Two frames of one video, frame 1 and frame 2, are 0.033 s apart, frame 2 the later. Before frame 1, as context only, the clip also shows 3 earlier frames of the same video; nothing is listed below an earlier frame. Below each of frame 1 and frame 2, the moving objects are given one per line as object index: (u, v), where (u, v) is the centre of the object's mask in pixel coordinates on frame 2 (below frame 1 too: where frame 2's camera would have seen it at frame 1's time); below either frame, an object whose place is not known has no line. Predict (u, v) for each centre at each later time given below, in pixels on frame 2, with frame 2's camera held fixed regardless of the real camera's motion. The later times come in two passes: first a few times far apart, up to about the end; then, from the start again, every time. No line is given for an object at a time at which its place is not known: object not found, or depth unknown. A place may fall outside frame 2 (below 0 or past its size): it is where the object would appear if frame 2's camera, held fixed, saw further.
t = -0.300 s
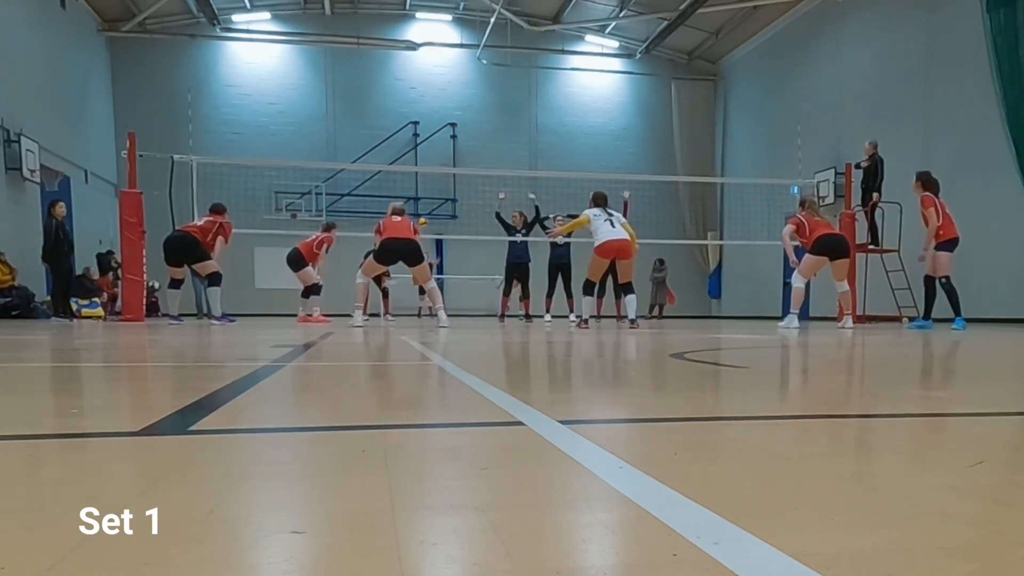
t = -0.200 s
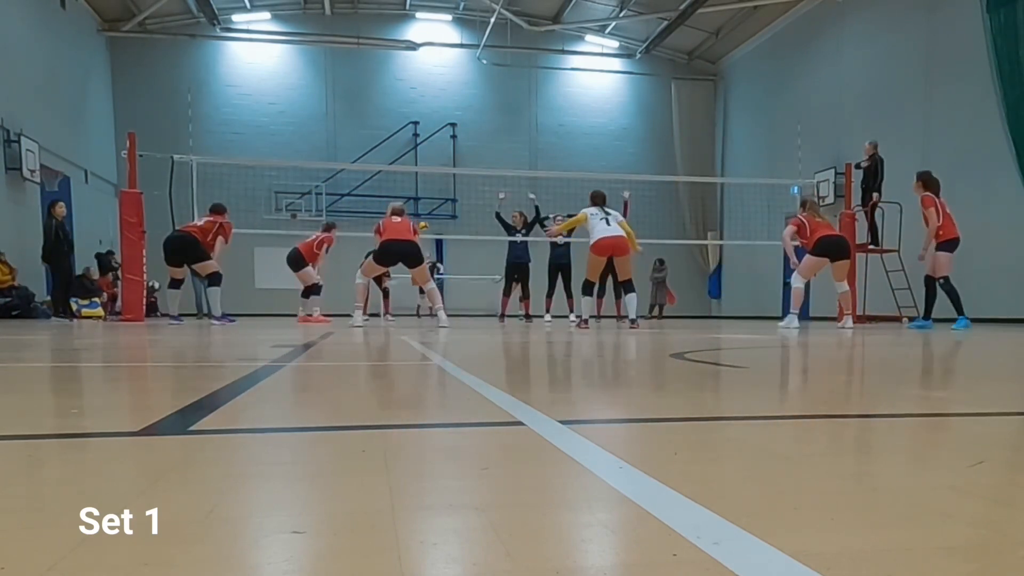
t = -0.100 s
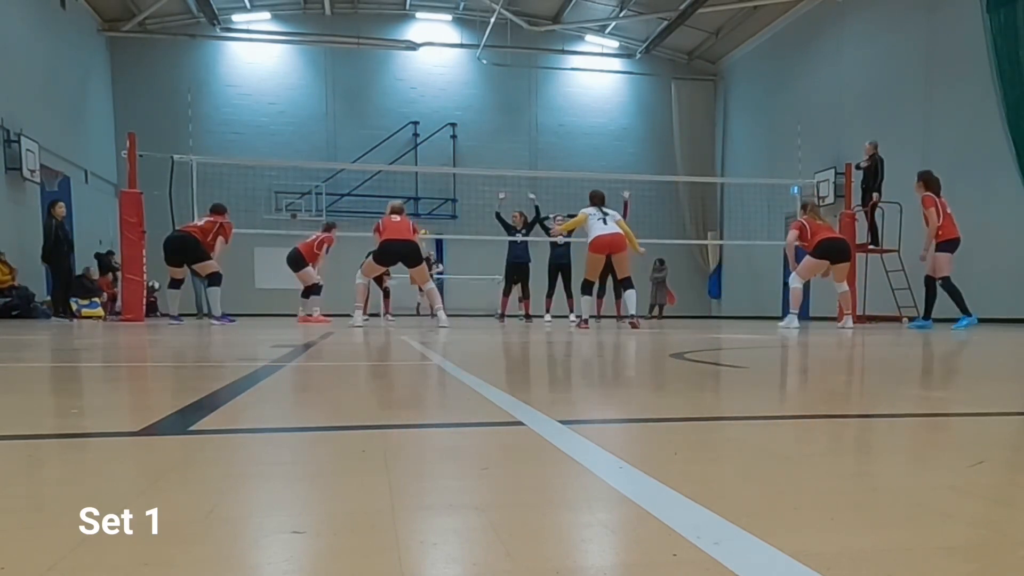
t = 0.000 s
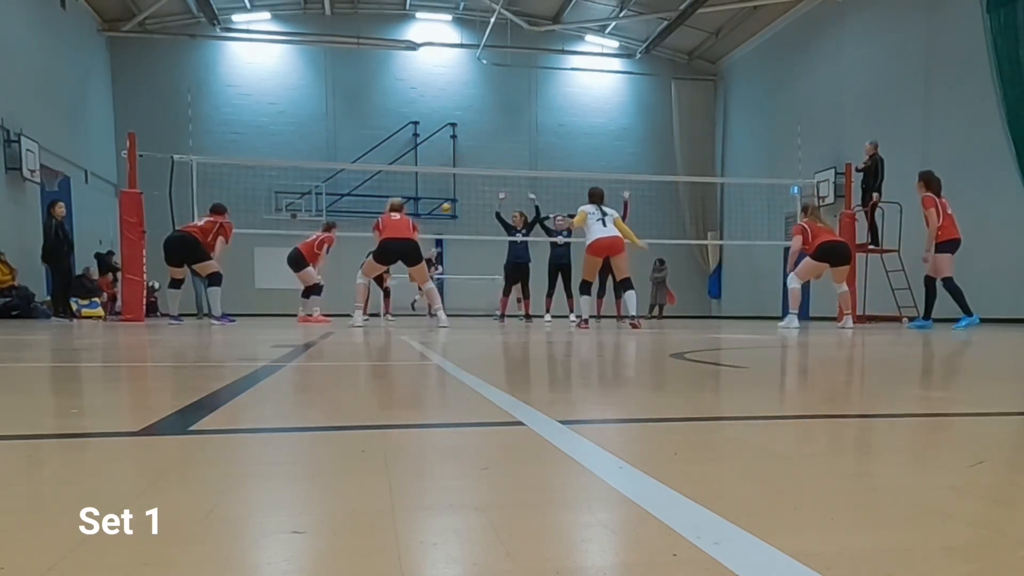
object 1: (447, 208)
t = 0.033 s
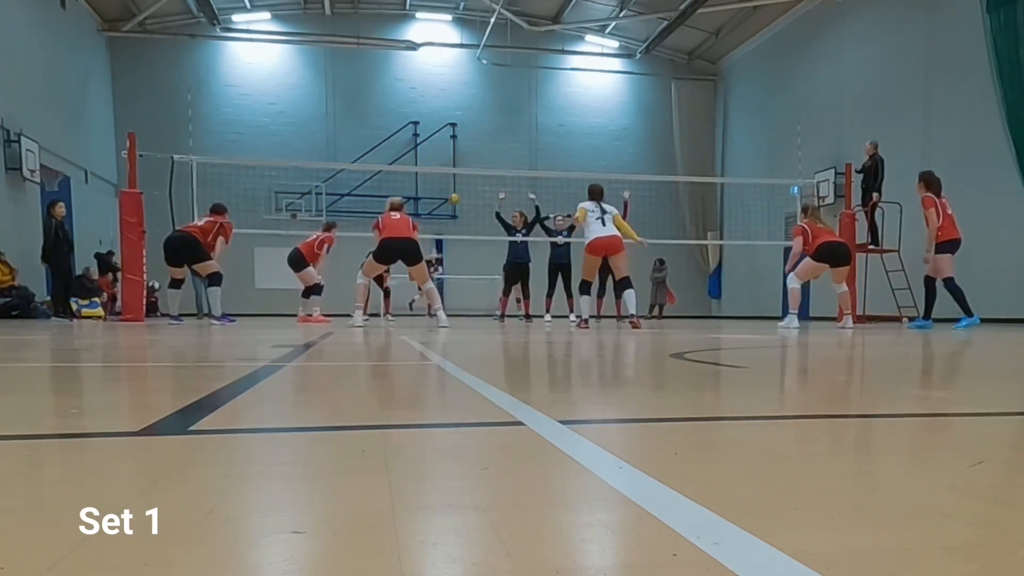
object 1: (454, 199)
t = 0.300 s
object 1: (527, 134)
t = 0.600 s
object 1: (636, 101)
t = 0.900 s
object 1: (769, 136)
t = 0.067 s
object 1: (462, 190)
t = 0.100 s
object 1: (471, 180)
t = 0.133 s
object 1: (478, 171)
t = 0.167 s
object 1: (488, 164)
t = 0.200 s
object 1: (497, 156)
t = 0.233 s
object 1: (506, 149)
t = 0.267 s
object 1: (517, 141)
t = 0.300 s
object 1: (527, 134)
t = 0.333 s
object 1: (538, 128)
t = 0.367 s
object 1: (548, 123)
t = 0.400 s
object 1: (560, 118)
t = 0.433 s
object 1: (571, 113)
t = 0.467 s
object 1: (583, 109)
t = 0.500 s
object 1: (596, 106)
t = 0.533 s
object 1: (608, 103)
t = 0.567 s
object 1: (622, 102)
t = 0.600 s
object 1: (636, 101)
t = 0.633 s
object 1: (649, 101)
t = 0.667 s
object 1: (663, 102)
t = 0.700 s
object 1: (677, 104)
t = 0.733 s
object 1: (691, 107)
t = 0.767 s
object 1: (706, 111)
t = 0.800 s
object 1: (722, 116)
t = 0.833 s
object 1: (737, 121)
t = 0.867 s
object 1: (753, 128)
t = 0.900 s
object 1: (769, 136)
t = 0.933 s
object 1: (785, 145)
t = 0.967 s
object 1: (804, 155)
